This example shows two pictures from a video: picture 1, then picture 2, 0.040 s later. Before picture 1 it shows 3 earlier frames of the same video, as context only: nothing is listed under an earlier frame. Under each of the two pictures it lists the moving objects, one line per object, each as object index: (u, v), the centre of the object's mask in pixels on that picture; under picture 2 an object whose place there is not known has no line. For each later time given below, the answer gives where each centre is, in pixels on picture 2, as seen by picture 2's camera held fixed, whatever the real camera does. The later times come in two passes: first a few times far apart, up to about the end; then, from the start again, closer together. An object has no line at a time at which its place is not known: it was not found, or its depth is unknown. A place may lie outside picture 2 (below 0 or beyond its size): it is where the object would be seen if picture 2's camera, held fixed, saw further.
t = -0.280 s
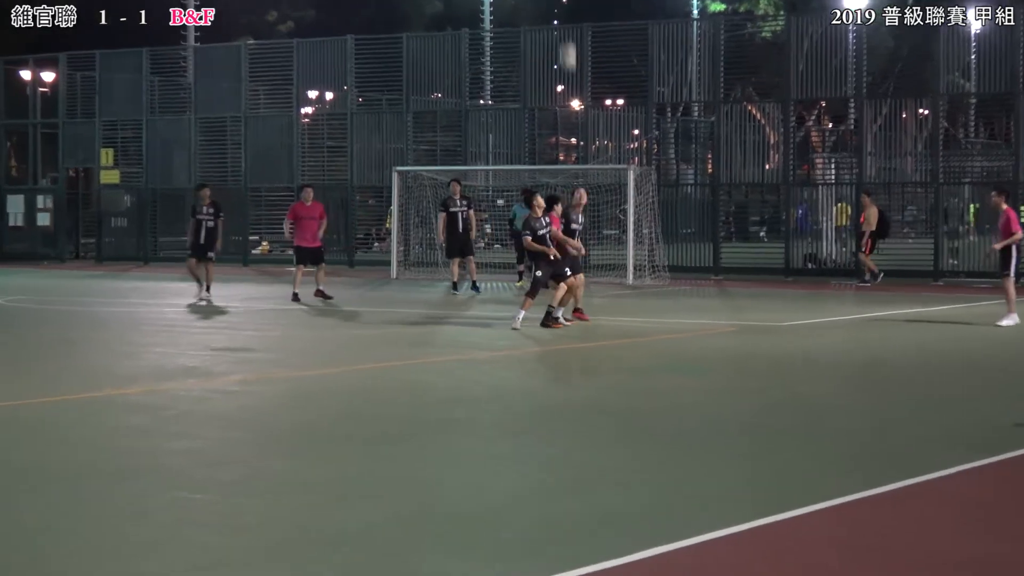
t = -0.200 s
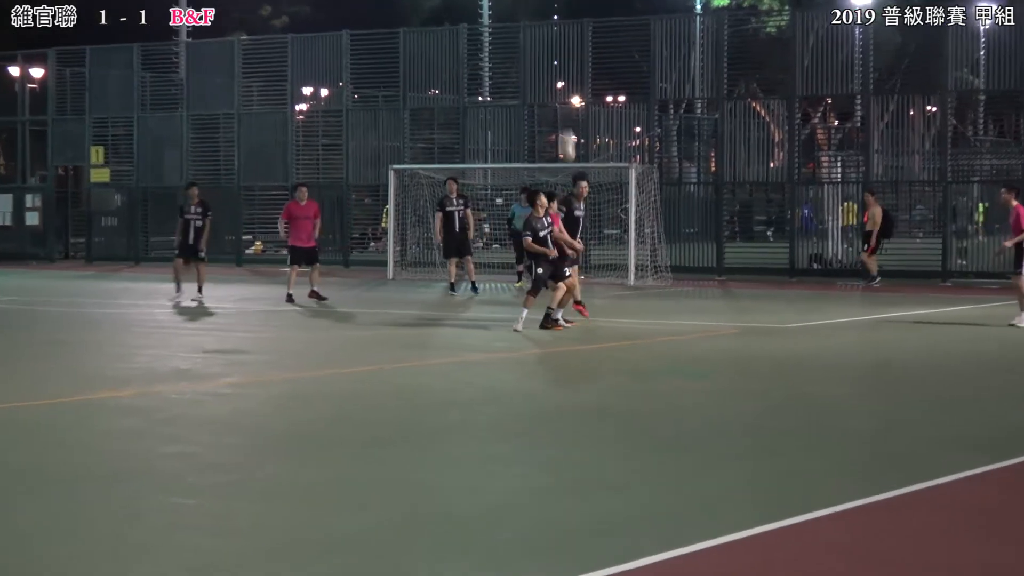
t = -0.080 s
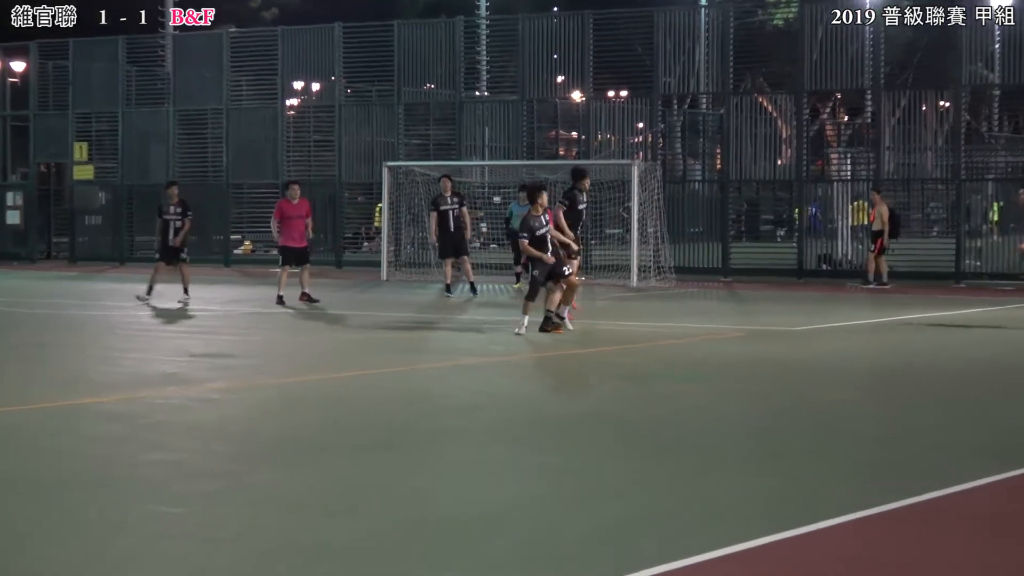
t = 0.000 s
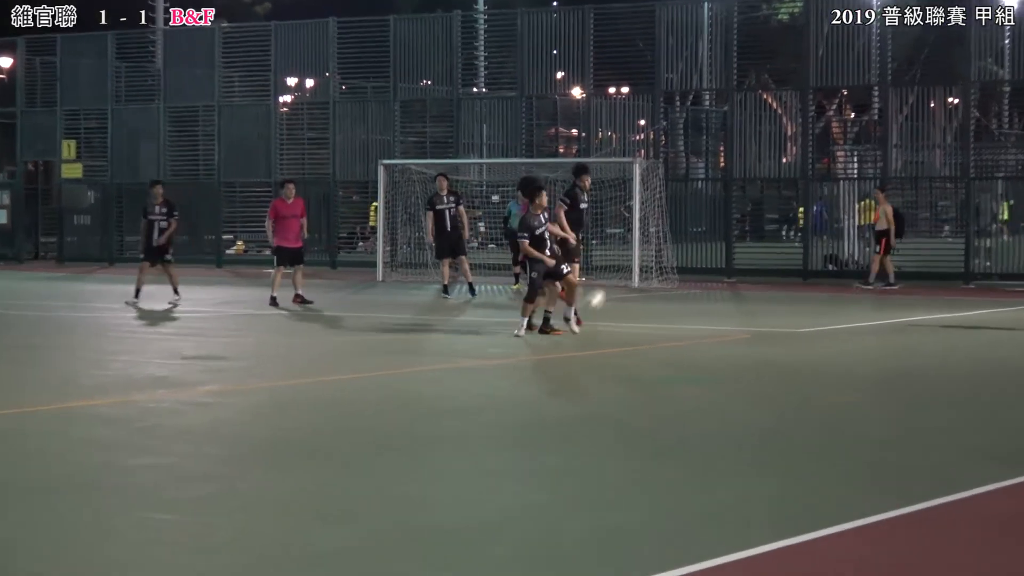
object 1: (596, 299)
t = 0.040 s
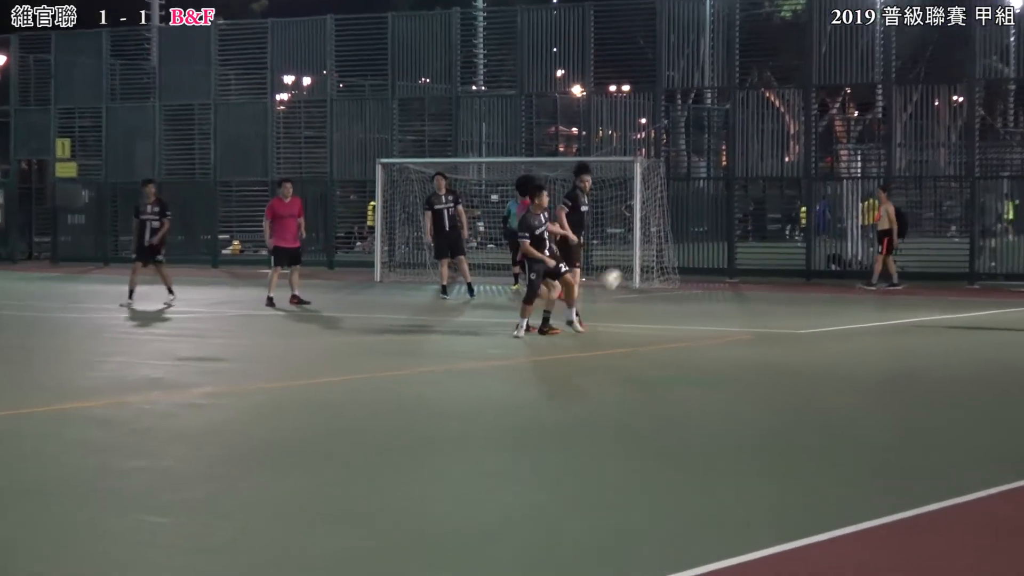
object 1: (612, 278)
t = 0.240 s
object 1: (692, 195)
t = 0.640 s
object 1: (843, 143)
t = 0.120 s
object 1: (645, 241)
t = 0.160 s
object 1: (659, 224)
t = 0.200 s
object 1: (676, 209)
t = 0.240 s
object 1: (692, 195)
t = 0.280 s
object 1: (708, 183)
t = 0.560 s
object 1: (817, 141)
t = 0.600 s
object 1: (830, 141)
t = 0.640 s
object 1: (843, 143)
